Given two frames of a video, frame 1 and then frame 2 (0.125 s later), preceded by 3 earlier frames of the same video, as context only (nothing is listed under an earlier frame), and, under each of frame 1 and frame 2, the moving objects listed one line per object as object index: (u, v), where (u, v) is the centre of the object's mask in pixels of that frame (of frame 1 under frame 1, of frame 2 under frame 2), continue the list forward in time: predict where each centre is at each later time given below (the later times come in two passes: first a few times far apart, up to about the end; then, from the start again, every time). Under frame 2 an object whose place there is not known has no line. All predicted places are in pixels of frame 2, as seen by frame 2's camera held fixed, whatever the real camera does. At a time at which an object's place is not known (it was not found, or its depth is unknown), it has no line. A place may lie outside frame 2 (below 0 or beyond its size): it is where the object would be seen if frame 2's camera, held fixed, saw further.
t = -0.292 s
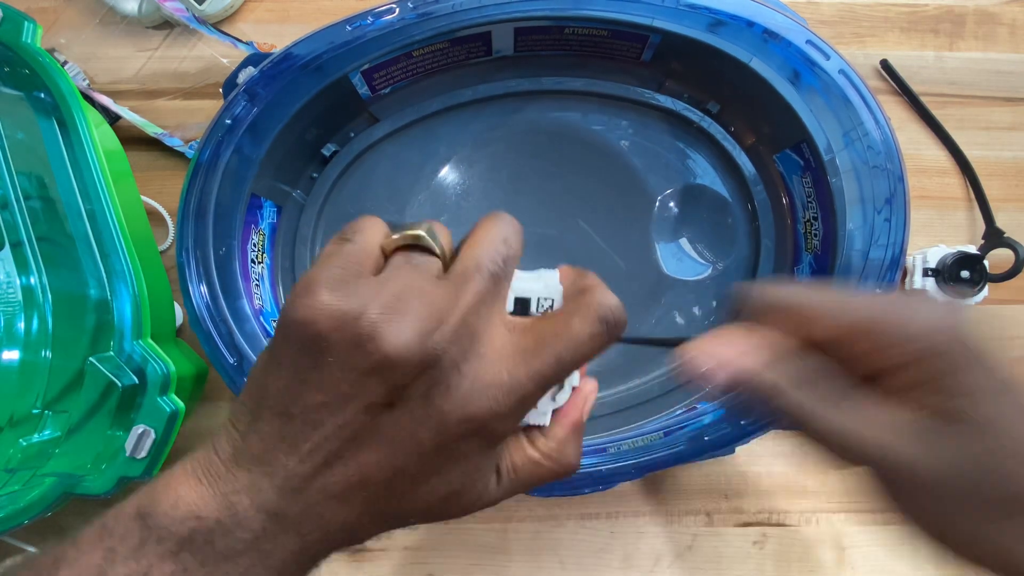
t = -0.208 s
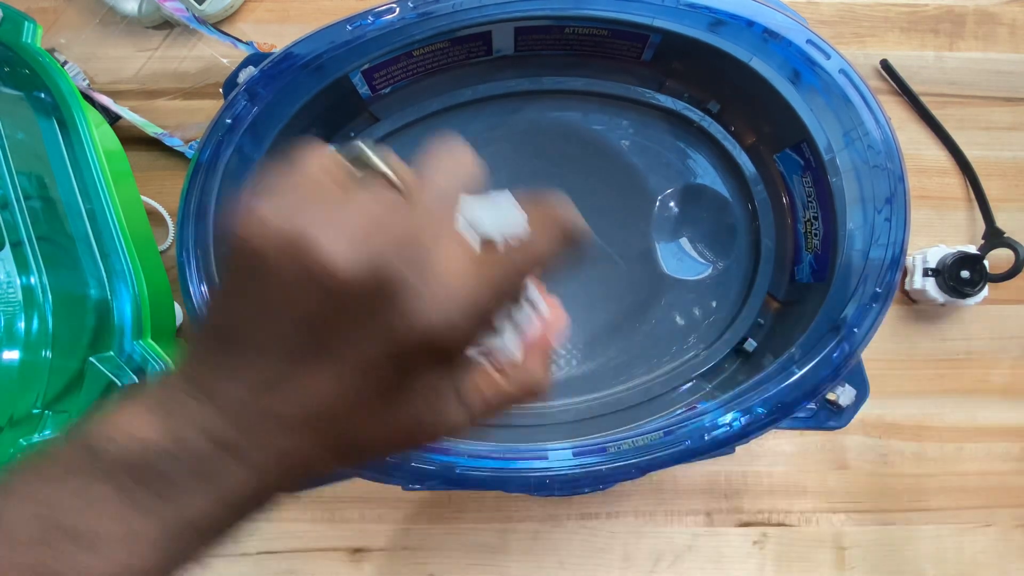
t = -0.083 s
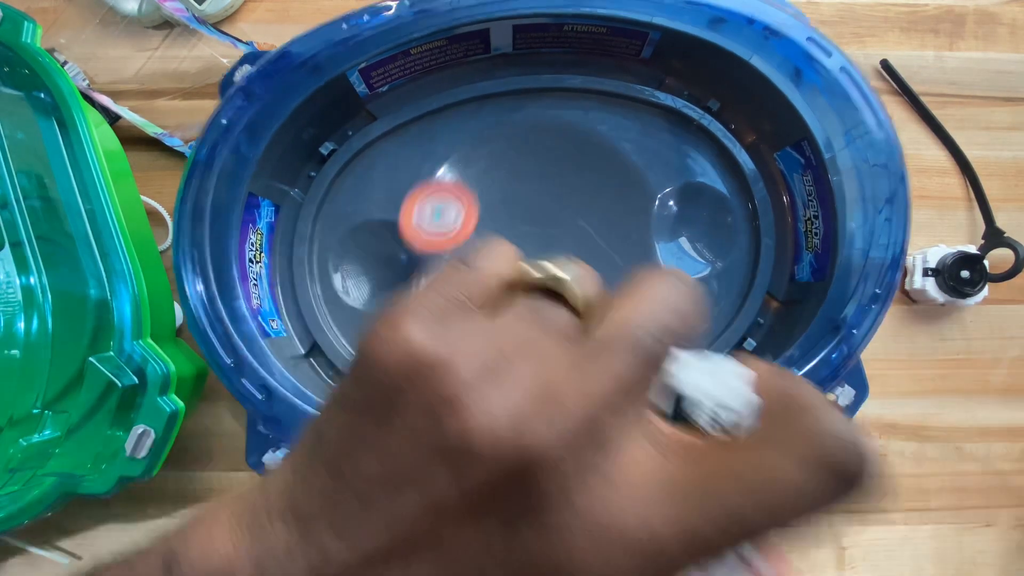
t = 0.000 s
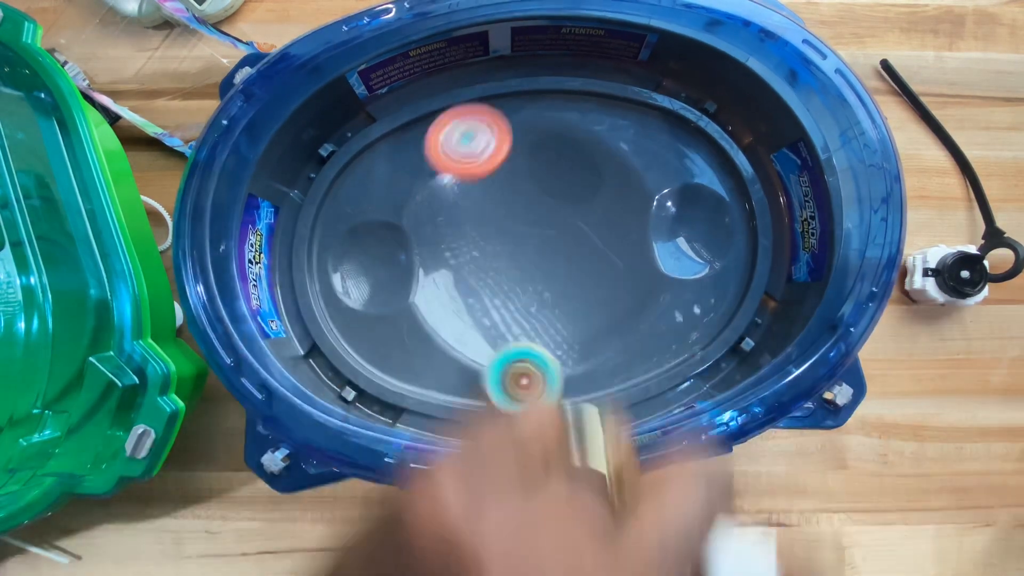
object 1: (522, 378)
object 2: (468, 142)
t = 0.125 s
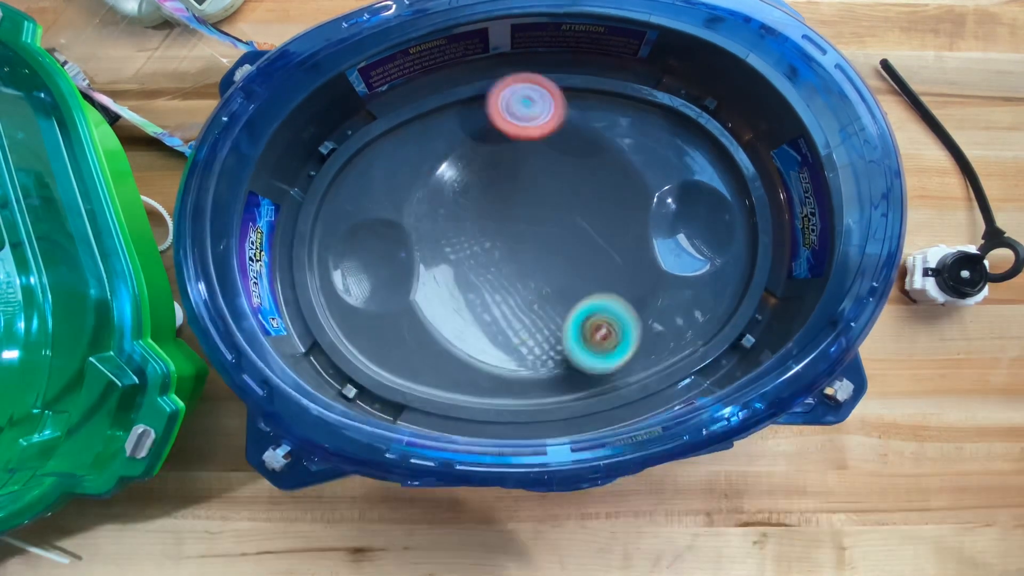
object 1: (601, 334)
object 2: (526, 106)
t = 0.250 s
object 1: (643, 234)
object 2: (579, 170)
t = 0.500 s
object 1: (741, 222)
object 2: (436, 230)
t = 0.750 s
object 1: (646, 234)
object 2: (454, 319)
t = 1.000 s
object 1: (542, 182)
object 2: (593, 292)
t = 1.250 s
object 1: (483, 230)
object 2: (564, 188)
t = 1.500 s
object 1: (556, 323)
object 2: (462, 193)
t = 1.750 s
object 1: (606, 218)
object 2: (506, 298)
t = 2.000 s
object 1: (473, 184)
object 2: (632, 239)
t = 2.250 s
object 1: (474, 307)
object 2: (558, 167)
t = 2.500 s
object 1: (609, 274)
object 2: (470, 237)
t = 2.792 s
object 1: (526, 150)
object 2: (599, 303)
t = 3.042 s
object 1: (447, 256)
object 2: (607, 197)
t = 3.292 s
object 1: (585, 300)
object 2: (489, 187)
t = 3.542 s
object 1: (604, 166)
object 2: (506, 329)
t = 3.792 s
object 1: (475, 184)
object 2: (621, 284)
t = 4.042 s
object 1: (524, 306)
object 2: (562, 168)
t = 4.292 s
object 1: (634, 242)
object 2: (441, 256)
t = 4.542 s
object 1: (537, 164)
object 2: (545, 342)
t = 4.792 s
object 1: (471, 282)
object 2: (620, 221)
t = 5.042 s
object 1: (590, 314)
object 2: (477, 160)
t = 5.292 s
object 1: (590, 188)
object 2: (448, 302)
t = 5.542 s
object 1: (460, 221)
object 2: (609, 297)
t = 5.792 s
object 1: (515, 321)
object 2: (579, 139)
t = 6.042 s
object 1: (601, 230)
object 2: (434, 199)
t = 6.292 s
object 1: (503, 170)
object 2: (531, 329)
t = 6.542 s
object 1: (474, 280)
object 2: (647, 208)
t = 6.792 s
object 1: (592, 270)
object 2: (521, 136)
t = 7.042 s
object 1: (568, 171)
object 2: (466, 294)
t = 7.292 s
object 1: (485, 232)
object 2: (616, 315)
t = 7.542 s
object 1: (555, 297)
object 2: (613, 179)
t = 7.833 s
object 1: (585, 221)
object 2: (450, 243)
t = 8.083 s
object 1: (503, 222)
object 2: (535, 341)
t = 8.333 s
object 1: (512, 287)
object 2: (626, 240)
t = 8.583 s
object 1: (569, 257)
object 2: (496, 171)
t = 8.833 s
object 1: (529, 205)
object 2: (450, 285)
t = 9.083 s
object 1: (495, 240)
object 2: (582, 295)
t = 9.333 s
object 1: (549, 265)
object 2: (573, 170)
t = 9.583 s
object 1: (569, 219)
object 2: (465, 193)
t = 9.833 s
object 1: (524, 214)
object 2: (526, 291)
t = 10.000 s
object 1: (516, 252)
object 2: (599, 262)
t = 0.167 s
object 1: (622, 304)
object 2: (546, 119)
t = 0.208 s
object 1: (636, 271)
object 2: (565, 141)
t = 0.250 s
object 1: (643, 234)
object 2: (579, 170)
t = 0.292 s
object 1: (665, 216)
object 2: (566, 181)
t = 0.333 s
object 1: (697, 215)
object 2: (537, 187)
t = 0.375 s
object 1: (724, 215)
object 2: (507, 193)
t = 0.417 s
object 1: (743, 216)
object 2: (479, 202)
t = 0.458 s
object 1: (748, 218)
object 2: (454, 214)
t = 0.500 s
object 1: (741, 222)
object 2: (436, 230)
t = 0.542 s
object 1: (722, 225)
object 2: (424, 247)
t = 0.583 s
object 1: (699, 228)
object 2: (419, 265)
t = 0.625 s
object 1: (680, 229)
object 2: (418, 281)
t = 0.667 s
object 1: (667, 230)
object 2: (424, 296)
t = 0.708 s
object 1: (657, 232)
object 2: (435, 309)
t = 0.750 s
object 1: (646, 234)
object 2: (454, 319)
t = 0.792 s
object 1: (630, 234)
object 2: (478, 325)
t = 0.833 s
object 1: (608, 233)
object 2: (509, 323)
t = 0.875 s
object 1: (585, 232)
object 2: (540, 310)
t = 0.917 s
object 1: (568, 220)
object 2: (564, 301)
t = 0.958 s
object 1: (557, 198)
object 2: (580, 300)
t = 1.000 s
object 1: (542, 182)
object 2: (593, 292)
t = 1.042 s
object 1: (527, 173)
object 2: (600, 279)
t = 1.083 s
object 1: (513, 171)
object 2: (603, 262)
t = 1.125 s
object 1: (501, 177)
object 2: (601, 243)
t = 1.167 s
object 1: (491, 190)
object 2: (593, 222)
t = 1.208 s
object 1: (485, 208)
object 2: (580, 204)
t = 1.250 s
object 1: (483, 230)
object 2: (564, 188)
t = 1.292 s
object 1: (486, 254)
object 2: (546, 176)
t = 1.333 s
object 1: (492, 277)
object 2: (527, 168)
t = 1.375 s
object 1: (503, 297)
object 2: (508, 166)
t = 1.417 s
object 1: (518, 313)
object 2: (490, 170)
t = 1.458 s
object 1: (536, 321)
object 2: (474, 179)
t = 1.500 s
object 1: (556, 323)
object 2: (462, 193)
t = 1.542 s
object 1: (575, 317)
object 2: (455, 211)
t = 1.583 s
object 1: (592, 305)
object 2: (452, 231)
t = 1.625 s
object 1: (605, 287)
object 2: (454, 253)
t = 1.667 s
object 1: (613, 265)
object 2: (464, 273)
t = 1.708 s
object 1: (614, 241)
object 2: (482, 288)
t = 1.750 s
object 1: (606, 218)
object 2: (506, 298)
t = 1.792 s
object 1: (592, 197)
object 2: (532, 301)
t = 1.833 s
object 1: (571, 182)
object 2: (559, 297)
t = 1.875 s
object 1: (546, 173)
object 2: (584, 288)
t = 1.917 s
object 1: (520, 170)
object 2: (606, 275)
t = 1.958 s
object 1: (495, 175)
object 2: (622, 258)
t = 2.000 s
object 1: (473, 184)
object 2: (632, 239)
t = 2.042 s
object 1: (455, 201)
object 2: (635, 220)
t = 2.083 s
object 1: (444, 220)
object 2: (631, 202)
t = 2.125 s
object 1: (441, 242)
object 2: (620, 187)
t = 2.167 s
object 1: (445, 264)
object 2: (603, 176)
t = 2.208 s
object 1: (456, 286)
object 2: (582, 169)
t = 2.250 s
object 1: (474, 307)
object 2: (558, 167)
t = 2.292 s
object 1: (495, 320)
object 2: (534, 168)
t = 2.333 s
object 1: (518, 327)
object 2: (511, 174)
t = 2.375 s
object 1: (545, 326)
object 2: (490, 182)
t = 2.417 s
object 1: (572, 317)
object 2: (475, 196)
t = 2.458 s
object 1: (594, 298)
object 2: (468, 215)
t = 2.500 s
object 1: (609, 274)
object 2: (470, 237)
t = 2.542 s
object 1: (616, 246)
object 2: (479, 259)
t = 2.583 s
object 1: (615, 219)
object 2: (494, 279)
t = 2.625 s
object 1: (607, 193)
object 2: (514, 295)
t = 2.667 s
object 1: (592, 173)
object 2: (537, 306)
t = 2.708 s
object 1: (573, 158)
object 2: (560, 310)
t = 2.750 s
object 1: (550, 151)
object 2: (581, 310)
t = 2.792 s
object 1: (526, 150)
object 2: (599, 303)
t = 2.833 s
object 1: (503, 157)
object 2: (613, 292)
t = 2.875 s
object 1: (481, 169)
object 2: (622, 275)
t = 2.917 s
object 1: (464, 186)
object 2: (625, 257)
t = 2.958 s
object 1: (452, 207)
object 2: (624, 236)
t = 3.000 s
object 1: (446, 231)
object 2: (617, 216)
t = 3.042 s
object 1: (447, 256)
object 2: (607, 197)
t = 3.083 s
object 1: (457, 280)
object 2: (593, 179)
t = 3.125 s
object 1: (476, 301)
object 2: (575, 165)
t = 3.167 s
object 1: (500, 313)
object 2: (554, 157)
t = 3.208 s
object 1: (529, 317)
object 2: (531, 158)
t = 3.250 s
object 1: (559, 313)
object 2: (509, 169)
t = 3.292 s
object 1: (585, 300)
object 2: (489, 187)
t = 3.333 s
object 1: (607, 281)
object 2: (477, 212)
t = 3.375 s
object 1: (621, 257)
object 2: (470, 238)
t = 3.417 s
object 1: (628, 232)
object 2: (470, 266)
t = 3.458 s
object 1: (628, 207)
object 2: (476, 291)
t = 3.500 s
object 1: (620, 185)
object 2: (489, 314)
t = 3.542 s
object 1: (604, 166)
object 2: (506, 329)
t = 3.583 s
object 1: (584, 153)
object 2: (527, 339)
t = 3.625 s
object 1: (560, 146)
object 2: (550, 340)
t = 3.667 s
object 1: (536, 146)
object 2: (573, 334)
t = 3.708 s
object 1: (513, 152)
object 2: (592, 322)
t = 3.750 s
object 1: (491, 166)
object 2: (609, 305)
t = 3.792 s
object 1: (475, 184)
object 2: (621, 284)
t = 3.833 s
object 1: (464, 208)
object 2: (628, 260)
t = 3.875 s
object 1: (462, 232)
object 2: (631, 235)
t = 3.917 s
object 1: (467, 255)
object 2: (625, 211)
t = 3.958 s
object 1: (480, 277)
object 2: (612, 190)
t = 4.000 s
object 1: (500, 295)
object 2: (590, 175)
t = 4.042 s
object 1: (524, 306)
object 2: (562, 168)
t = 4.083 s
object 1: (551, 311)
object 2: (534, 168)
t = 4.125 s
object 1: (575, 308)
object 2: (506, 176)
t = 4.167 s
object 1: (597, 299)
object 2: (480, 190)
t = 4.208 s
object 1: (614, 284)
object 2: (461, 209)
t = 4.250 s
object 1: (627, 264)
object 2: (447, 233)
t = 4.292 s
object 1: (634, 242)
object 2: (441, 256)
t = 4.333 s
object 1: (633, 219)
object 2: (443, 280)
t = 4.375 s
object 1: (626, 198)
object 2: (453, 302)
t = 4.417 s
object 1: (611, 180)
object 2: (470, 321)
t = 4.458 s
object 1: (589, 168)
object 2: (492, 334)
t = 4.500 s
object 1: (564, 162)
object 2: (518, 341)
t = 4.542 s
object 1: (537, 164)
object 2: (545, 342)
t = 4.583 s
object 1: (513, 172)
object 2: (571, 336)
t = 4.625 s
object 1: (490, 188)
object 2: (595, 324)
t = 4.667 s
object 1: (475, 208)
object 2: (614, 304)
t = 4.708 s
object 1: (466, 233)
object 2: (625, 279)
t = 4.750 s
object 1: (465, 258)
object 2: (628, 250)
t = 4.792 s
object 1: (471, 282)
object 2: (620, 221)
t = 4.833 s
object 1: (484, 303)
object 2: (605, 196)
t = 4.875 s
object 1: (502, 318)
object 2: (582, 174)
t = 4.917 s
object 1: (523, 327)
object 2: (556, 160)
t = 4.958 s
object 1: (546, 329)
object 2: (529, 152)
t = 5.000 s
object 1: (570, 325)
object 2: (501, 152)
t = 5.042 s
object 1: (590, 314)
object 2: (477, 160)
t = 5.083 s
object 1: (607, 297)
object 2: (456, 174)
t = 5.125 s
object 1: (619, 275)
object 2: (440, 195)
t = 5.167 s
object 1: (623, 251)
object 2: (431, 221)
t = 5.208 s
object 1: (619, 227)
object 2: (429, 249)
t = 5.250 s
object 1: (608, 205)
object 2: (434, 276)
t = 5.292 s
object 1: (590, 188)
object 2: (448, 302)
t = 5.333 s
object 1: (568, 178)
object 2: (469, 323)
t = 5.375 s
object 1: (542, 173)
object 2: (496, 337)
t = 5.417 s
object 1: (516, 175)
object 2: (526, 342)
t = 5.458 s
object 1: (494, 185)
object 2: (559, 336)
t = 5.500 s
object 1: (474, 200)
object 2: (587, 320)
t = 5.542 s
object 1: (460, 221)
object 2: (609, 297)
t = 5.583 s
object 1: (453, 243)
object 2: (624, 268)
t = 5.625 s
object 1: (452, 266)
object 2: (631, 237)
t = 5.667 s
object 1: (459, 286)
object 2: (629, 205)
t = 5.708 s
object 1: (472, 303)
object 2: (620, 178)
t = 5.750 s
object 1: (491, 315)
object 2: (602, 155)
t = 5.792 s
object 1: (515, 321)
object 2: (579, 139)
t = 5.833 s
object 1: (540, 321)
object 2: (553, 131)
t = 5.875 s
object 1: (563, 312)
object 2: (525, 131)
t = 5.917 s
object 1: (582, 296)
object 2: (497, 138)
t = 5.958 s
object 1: (595, 276)
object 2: (472, 152)
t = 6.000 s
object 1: (602, 253)
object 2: (450, 172)
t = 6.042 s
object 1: (601, 230)
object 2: (434, 199)
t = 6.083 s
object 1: (595, 207)
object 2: (427, 228)
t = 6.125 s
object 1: (582, 189)
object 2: (430, 259)
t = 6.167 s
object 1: (566, 176)
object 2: (443, 288)
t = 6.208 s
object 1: (546, 167)
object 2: (467, 311)
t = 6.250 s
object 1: (524, 165)
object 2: (496, 325)
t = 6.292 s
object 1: (503, 170)
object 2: (531, 329)
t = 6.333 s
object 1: (484, 180)
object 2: (564, 324)
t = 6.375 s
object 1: (469, 196)
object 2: (594, 310)
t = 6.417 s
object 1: (460, 216)
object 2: (619, 290)
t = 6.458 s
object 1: (457, 239)
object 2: (636, 265)
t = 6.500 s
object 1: (461, 260)
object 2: (646, 237)
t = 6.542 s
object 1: (474, 280)
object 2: (647, 208)
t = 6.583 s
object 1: (493, 294)
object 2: (640, 183)
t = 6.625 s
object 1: (514, 302)
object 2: (625, 161)
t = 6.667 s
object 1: (537, 303)
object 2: (605, 145)
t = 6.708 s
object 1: (559, 297)
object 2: (580, 134)
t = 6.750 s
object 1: (577, 286)
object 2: (551, 131)
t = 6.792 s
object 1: (592, 270)
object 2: (521, 136)
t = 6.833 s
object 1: (602, 251)
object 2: (493, 150)
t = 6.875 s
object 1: (606, 230)
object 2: (471, 172)
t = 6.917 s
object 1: (604, 210)
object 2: (455, 201)
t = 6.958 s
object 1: (596, 193)
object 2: (450, 232)
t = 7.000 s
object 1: (584, 180)
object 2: (453, 265)
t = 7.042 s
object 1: (568, 171)
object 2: (466, 294)
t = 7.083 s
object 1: (550, 168)
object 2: (486, 318)
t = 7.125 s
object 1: (531, 171)
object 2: (512, 334)
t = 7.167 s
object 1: (513, 181)
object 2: (541, 341)
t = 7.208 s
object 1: (498, 195)
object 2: (568, 339)
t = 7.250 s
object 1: (489, 213)
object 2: (594, 331)
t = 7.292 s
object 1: (485, 232)
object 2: (616, 315)
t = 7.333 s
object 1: (487, 250)
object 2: (632, 295)
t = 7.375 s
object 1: (494, 267)
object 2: (641, 272)
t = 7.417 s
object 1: (506, 282)
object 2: (644, 246)
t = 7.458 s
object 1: (521, 291)
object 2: (641, 221)
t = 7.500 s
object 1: (538, 296)
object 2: (630, 197)
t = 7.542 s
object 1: (555, 297)
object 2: (613, 179)
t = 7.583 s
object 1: (570, 293)
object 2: (588, 166)
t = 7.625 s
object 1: (583, 284)
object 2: (559, 160)
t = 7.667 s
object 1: (591, 274)
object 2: (530, 164)
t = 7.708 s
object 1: (596, 261)
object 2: (501, 176)
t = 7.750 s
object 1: (597, 247)
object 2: (478, 194)
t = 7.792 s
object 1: (593, 234)
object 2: (460, 217)
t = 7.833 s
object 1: (585, 221)
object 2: (450, 243)
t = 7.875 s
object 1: (574, 211)
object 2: (449, 267)
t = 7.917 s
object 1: (559, 205)
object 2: (455, 291)
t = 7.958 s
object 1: (543, 203)
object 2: (468, 311)
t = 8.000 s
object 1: (528, 205)
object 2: (488, 327)
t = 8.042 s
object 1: (514, 212)
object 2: (510, 337)
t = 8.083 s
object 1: (503, 222)
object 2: (535, 341)
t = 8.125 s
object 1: (495, 235)
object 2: (561, 339)
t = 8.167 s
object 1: (491, 248)
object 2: (585, 330)
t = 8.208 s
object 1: (492, 261)
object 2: (605, 315)
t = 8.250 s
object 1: (496, 272)
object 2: (621, 294)
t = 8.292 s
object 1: (503, 281)
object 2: (627, 268)
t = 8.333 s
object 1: (512, 287)
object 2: (626, 240)
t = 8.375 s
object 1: (523, 290)
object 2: (615, 214)
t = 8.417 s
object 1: (535, 290)
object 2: (597, 193)
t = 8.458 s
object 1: (546, 287)
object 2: (574, 177)
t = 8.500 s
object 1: (557, 279)
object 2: (548, 168)
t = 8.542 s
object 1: (565, 270)
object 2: (522, 166)
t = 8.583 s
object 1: (569, 257)
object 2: (496, 171)
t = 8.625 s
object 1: (569, 244)
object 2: (475, 182)
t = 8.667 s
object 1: (566, 231)
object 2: (459, 199)
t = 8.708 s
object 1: (559, 220)
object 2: (448, 219)
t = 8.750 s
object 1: (550, 212)
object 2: (443, 242)
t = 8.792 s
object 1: (539, 207)
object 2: (443, 264)
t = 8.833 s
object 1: (529, 205)
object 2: (450, 285)
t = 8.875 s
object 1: (519, 206)
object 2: (464, 304)
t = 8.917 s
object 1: (510, 210)
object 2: (485, 318)
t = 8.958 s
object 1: (503, 215)
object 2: (510, 325)
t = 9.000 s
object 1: (497, 222)
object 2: (537, 323)
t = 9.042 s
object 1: (494, 231)
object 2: (562, 313)
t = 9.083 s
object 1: (495, 240)
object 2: (582, 295)
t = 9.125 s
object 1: (498, 250)
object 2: (596, 274)
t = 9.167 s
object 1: (505, 258)
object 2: (604, 249)
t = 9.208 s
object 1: (515, 264)
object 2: (605, 225)
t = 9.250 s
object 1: (526, 268)
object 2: (599, 203)
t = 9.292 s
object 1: (538, 268)
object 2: (589, 184)
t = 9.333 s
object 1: (549, 265)
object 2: (573, 170)
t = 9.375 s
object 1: (558, 260)
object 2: (555, 161)
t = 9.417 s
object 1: (566, 252)
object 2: (534, 157)
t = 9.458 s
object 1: (570, 244)
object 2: (513, 157)
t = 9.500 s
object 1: (572, 235)
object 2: (494, 164)
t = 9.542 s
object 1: (571, 227)
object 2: (478, 176)
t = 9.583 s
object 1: (569, 219)
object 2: (465, 193)
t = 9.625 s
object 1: (564, 212)
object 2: (459, 214)
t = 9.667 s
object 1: (558, 207)
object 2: (459, 236)
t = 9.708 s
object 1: (550, 204)
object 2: (468, 256)
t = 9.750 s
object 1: (540, 203)
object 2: (483, 273)
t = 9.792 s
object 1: (532, 207)
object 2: (503, 285)
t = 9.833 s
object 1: (524, 214)
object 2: (526, 291)
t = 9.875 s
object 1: (518, 223)
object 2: (548, 290)
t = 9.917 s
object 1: (515, 233)
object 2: (568, 285)
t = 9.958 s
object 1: (514, 243)
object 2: (586, 275)
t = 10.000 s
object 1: (516, 252)
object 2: (599, 262)
